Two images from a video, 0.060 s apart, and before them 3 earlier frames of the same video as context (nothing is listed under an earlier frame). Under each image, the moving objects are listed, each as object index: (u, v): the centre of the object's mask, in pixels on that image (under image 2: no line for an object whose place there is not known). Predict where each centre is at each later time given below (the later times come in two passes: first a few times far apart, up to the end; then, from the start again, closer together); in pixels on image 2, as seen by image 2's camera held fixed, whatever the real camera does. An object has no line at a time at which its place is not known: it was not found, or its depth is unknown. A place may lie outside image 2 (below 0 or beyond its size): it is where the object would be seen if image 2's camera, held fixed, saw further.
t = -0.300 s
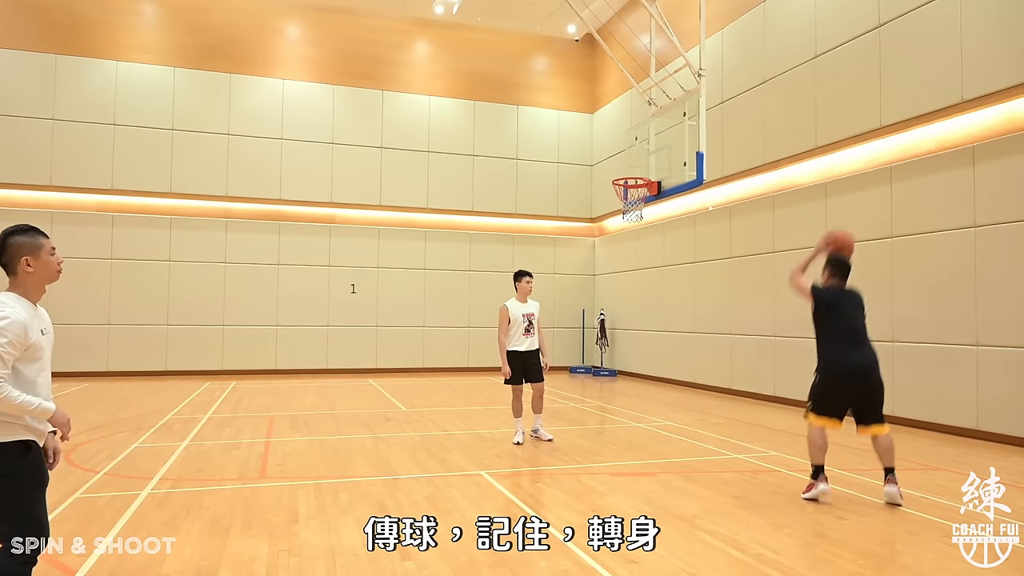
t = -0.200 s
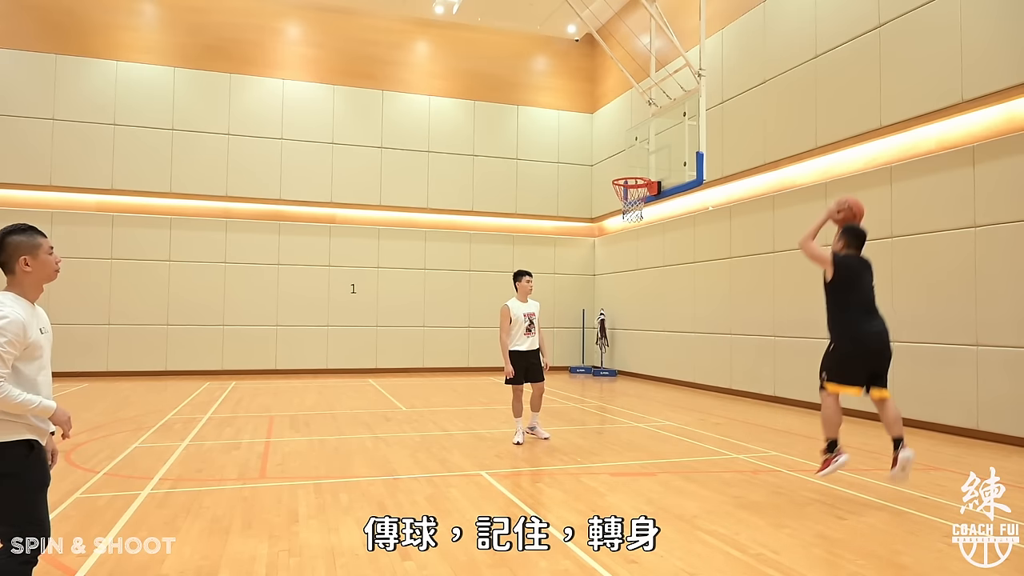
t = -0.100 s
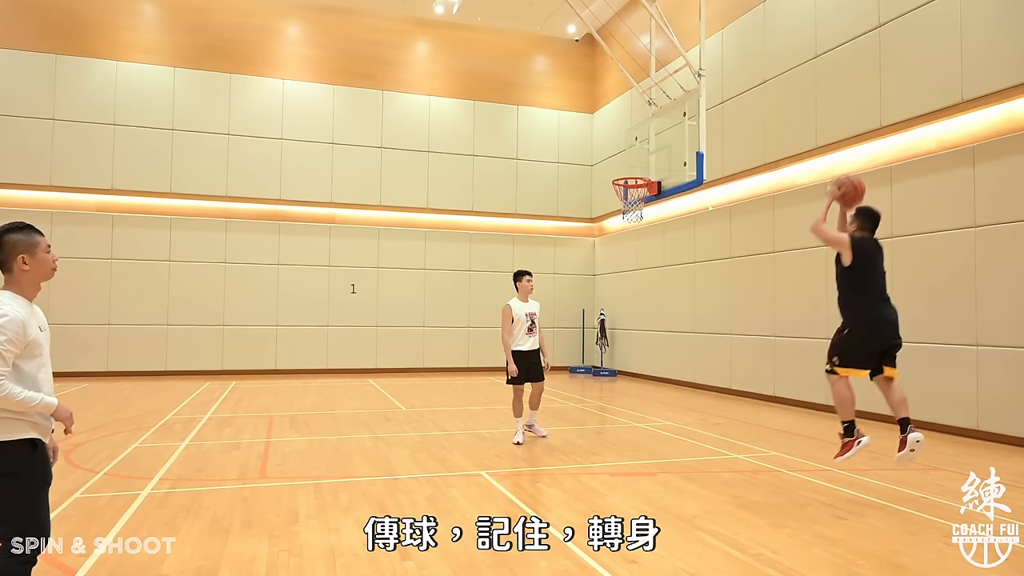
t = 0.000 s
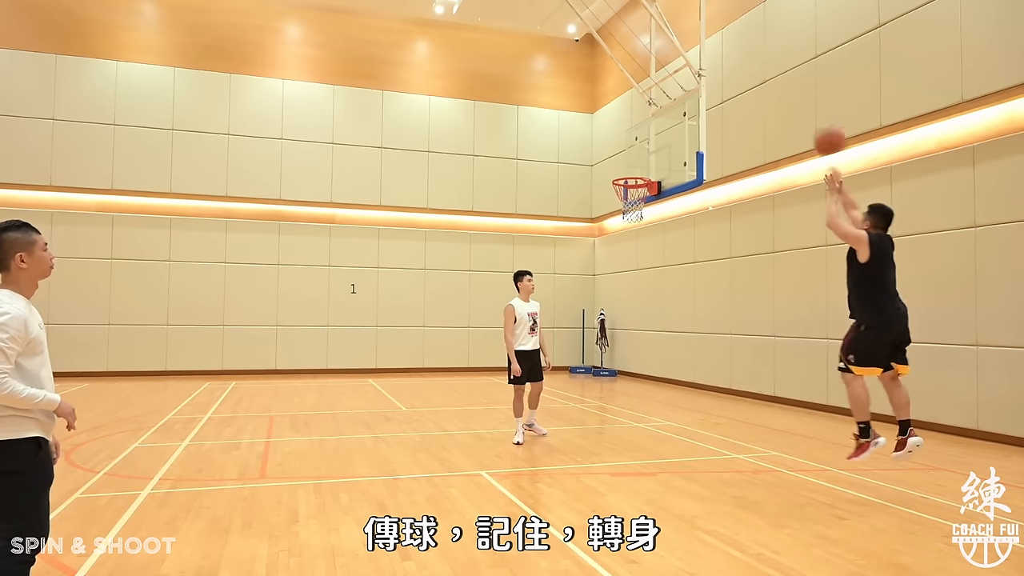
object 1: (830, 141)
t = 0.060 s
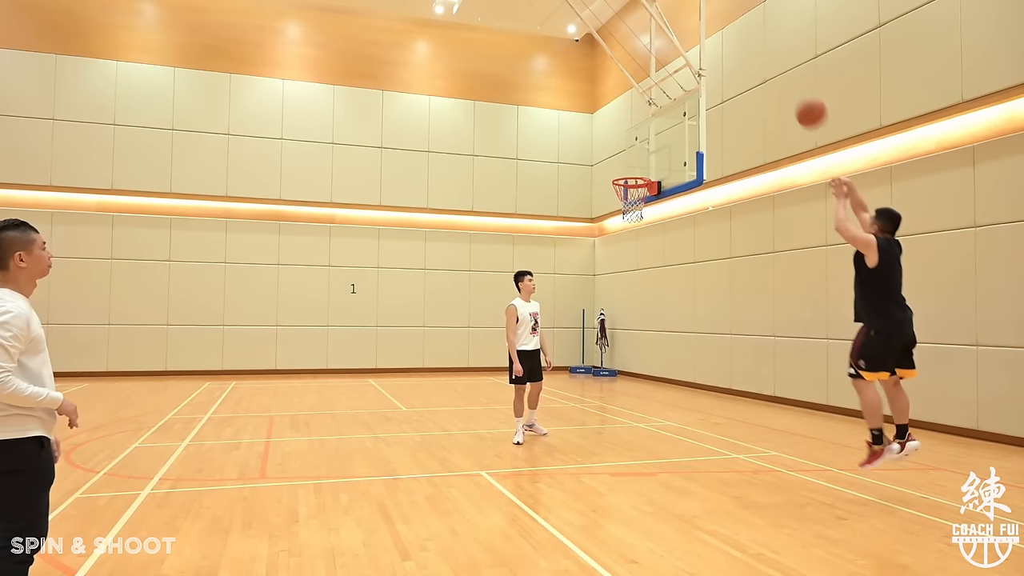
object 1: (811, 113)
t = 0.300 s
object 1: (749, 54)
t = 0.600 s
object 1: (692, 68)
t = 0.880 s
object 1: (650, 141)
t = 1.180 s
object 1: (613, 195)
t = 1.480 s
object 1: (633, 213)
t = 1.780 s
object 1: (657, 273)
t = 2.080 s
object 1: (678, 399)
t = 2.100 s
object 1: (680, 409)
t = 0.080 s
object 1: (805, 105)
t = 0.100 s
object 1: (799, 97)
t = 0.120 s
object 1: (793, 90)
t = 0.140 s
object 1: (788, 85)
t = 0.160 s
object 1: (782, 79)
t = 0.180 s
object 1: (777, 74)
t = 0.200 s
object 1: (772, 69)
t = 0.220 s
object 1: (767, 65)
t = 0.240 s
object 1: (762, 61)
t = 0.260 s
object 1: (758, 58)
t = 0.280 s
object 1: (753, 56)
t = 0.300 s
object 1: (749, 54)
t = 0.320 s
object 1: (745, 52)
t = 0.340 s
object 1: (740, 51)
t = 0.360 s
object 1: (736, 50)
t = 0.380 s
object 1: (732, 50)
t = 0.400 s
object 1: (728, 50)
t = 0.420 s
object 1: (724, 50)
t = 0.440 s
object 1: (720, 51)
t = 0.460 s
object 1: (716, 52)
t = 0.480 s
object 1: (713, 53)
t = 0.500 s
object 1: (709, 55)
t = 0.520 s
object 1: (705, 57)
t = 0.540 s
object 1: (702, 59)
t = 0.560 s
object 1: (698, 62)
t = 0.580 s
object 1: (695, 65)
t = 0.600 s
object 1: (692, 68)
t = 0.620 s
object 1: (688, 72)
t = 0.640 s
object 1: (685, 75)
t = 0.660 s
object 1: (681, 80)
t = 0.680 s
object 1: (679, 84)
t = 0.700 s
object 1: (675, 89)
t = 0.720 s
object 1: (672, 94)
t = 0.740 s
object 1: (669, 99)
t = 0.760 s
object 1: (667, 104)
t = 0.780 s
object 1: (664, 110)
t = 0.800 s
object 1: (661, 116)
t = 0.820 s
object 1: (659, 121)
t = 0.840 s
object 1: (656, 128)
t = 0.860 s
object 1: (653, 135)
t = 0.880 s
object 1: (650, 141)
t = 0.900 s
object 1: (648, 148)
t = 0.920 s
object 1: (645, 155)
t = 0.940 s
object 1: (643, 162)
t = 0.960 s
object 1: (641, 169)
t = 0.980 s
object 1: (639, 173)
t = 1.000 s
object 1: (634, 181)
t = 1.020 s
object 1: (627, 185)
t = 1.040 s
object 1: (622, 187)
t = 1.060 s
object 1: (619, 191)
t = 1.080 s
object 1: (616, 192)
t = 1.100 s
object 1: (614, 193)
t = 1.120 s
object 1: (614, 194)
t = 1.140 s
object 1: (613, 195)
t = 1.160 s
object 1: (614, 195)
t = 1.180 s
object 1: (613, 195)
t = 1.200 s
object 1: (613, 195)
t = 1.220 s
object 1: (613, 195)
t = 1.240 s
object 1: (614, 195)
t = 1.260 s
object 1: (615, 195)
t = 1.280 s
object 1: (615, 196)
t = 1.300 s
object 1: (618, 201)
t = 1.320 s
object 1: (619, 202)
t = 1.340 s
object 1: (621, 201)
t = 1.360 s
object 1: (621, 206)
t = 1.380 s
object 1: (622, 207)
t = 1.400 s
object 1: (625, 208)
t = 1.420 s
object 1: (627, 209)
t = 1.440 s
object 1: (629, 211)
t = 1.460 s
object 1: (631, 212)
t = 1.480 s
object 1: (633, 213)
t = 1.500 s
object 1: (635, 215)
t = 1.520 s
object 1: (637, 217)
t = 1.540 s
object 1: (639, 219)
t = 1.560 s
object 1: (640, 222)
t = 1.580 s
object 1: (642, 225)
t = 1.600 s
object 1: (643, 228)
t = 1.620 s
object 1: (645, 232)
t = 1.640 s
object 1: (646, 236)
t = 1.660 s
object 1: (647, 240)
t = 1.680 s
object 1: (649, 245)
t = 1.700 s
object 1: (651, 250)
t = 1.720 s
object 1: (652, 255)
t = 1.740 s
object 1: (654, 261)
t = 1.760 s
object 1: (656, 267)
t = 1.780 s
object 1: (657, 273)
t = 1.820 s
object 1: (660, 286)
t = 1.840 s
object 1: (662, 293)
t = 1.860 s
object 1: (663, 300)
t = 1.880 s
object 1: (664, 308)
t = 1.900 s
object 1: (666, 316)
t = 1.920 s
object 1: (667, 324)
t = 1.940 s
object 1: (669, 332)
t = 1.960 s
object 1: (670, 341)
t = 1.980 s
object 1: (672, 350)
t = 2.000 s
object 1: (673, 359)
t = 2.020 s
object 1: (674, 368)
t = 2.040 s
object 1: (676, 378)
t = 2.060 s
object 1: (677, 387)
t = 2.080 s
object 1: (678, 399)
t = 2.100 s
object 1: (680, 409)
